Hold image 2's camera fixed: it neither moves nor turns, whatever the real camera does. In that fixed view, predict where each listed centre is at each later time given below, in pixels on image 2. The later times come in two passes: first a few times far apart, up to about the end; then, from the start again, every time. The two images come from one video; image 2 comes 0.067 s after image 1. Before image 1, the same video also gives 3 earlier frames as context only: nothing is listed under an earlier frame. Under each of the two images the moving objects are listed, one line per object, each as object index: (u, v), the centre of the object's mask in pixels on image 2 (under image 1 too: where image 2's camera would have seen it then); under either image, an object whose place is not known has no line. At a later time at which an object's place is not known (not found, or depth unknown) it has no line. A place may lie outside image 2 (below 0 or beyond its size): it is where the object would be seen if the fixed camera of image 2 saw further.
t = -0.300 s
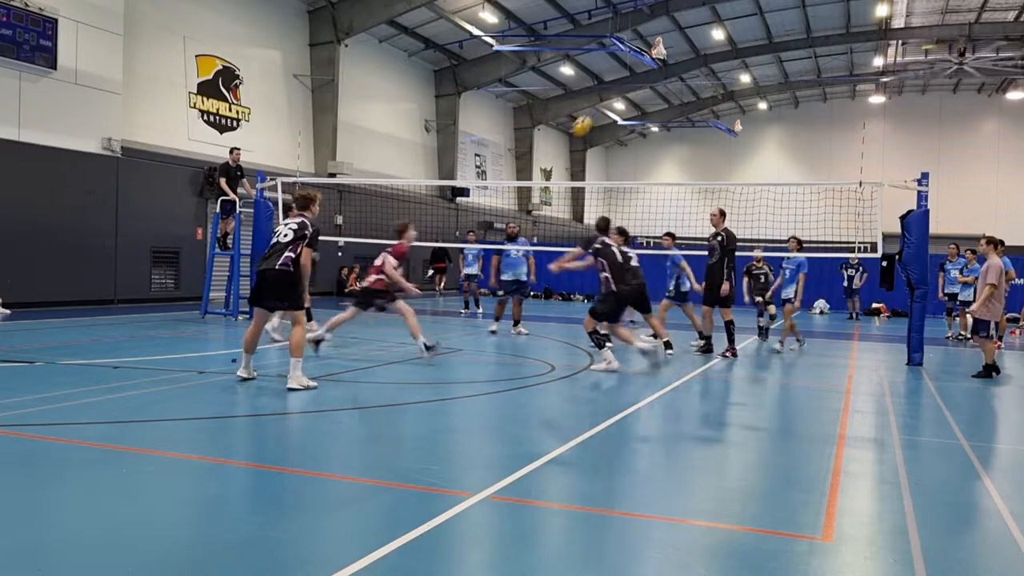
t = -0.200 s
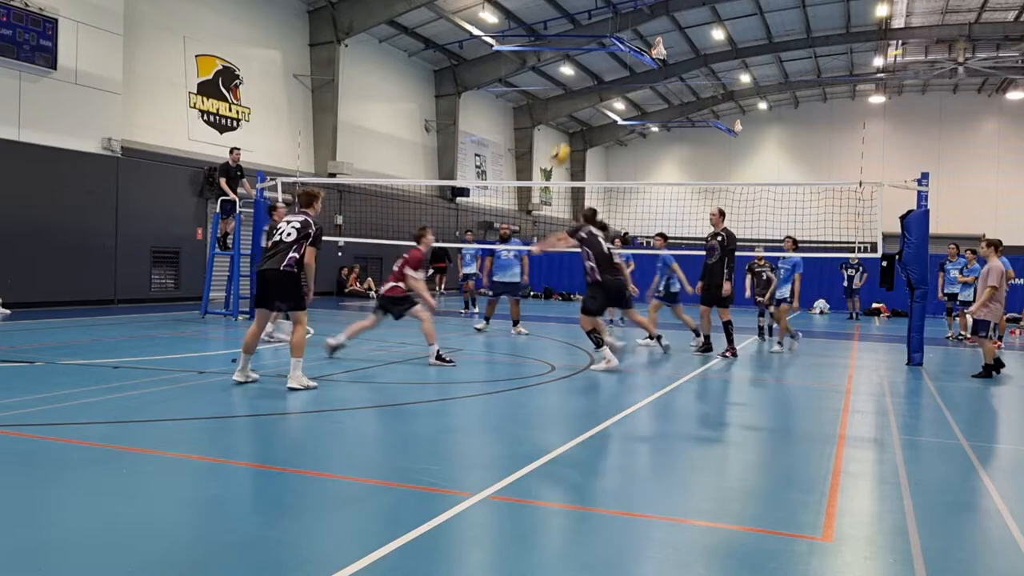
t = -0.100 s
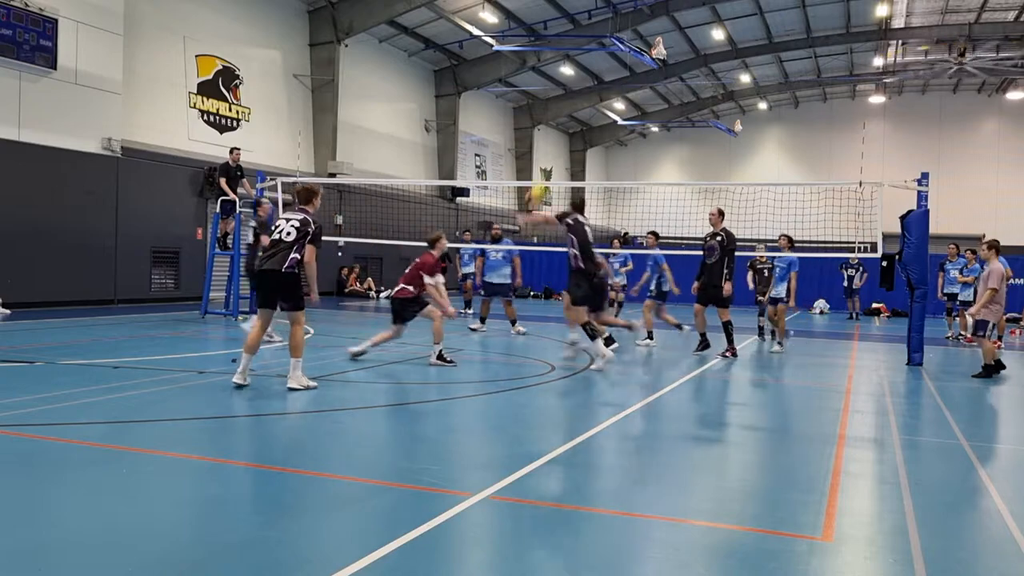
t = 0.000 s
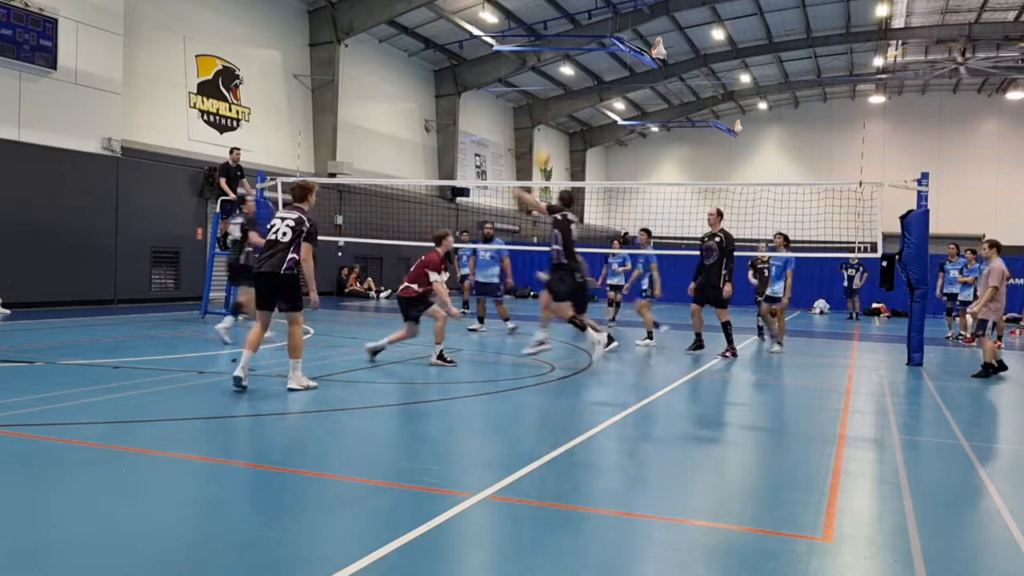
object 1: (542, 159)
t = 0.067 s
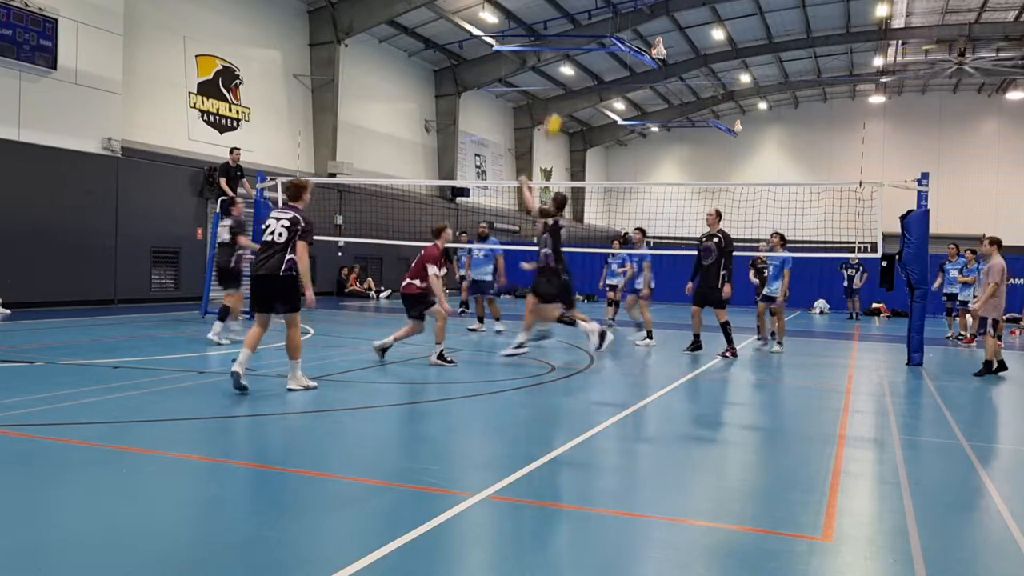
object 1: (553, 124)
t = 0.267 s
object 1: (579, 54)
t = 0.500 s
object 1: (607, 19)
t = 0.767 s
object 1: (634, 29)
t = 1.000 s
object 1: (652, 77)
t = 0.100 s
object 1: (557, 110)
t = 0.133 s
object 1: (562, 98)
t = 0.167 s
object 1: (566, 86)
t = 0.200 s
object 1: (571, 73)
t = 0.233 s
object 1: (575, 62)
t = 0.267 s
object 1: (579, 54)
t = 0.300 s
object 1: (584, 46)
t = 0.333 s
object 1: (588, 39)
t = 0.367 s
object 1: (592, 33)
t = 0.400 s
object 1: (596, 28)
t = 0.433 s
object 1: (600, 24)
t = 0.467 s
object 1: (604, 22)
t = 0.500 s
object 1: (607, 19)
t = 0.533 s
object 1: (611, 18)
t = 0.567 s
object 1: (615, 17)
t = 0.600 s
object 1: (618, 17)
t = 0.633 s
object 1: (621, 18)
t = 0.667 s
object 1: (624, 20)
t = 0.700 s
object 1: (628, 22)
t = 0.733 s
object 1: (631, 25)
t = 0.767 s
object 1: (634, 29)
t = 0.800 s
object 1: (636, 33)
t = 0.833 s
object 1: (639, 39)
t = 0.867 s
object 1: (643, 46)
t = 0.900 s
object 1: (645, 52)
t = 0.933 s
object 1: (648, 60)
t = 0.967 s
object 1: (650, 69)
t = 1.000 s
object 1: (652, 77)
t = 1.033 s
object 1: (655, 86)
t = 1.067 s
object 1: (658, 95)
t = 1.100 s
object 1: (660, 106)
